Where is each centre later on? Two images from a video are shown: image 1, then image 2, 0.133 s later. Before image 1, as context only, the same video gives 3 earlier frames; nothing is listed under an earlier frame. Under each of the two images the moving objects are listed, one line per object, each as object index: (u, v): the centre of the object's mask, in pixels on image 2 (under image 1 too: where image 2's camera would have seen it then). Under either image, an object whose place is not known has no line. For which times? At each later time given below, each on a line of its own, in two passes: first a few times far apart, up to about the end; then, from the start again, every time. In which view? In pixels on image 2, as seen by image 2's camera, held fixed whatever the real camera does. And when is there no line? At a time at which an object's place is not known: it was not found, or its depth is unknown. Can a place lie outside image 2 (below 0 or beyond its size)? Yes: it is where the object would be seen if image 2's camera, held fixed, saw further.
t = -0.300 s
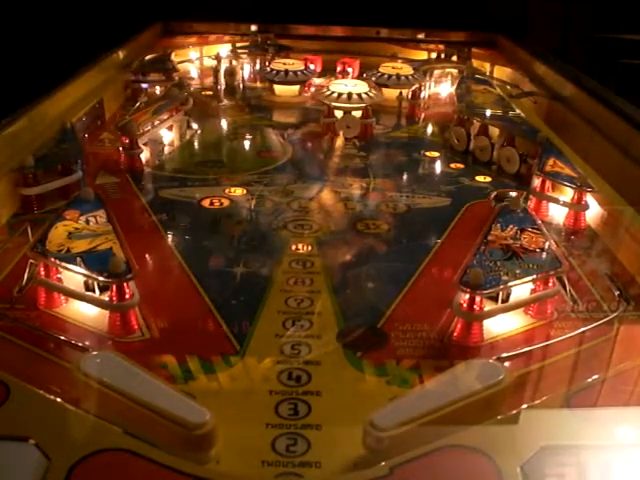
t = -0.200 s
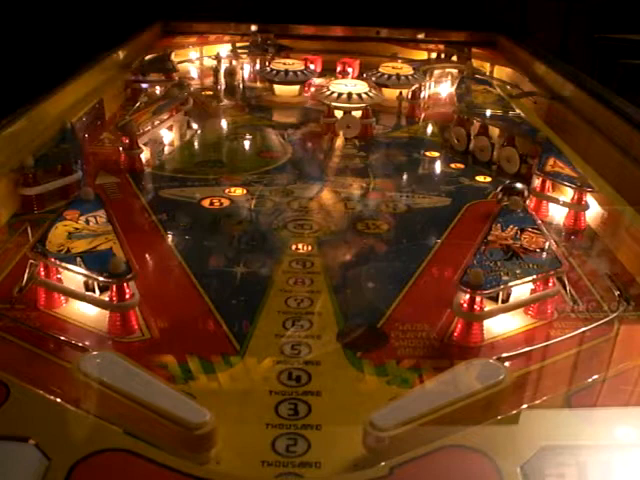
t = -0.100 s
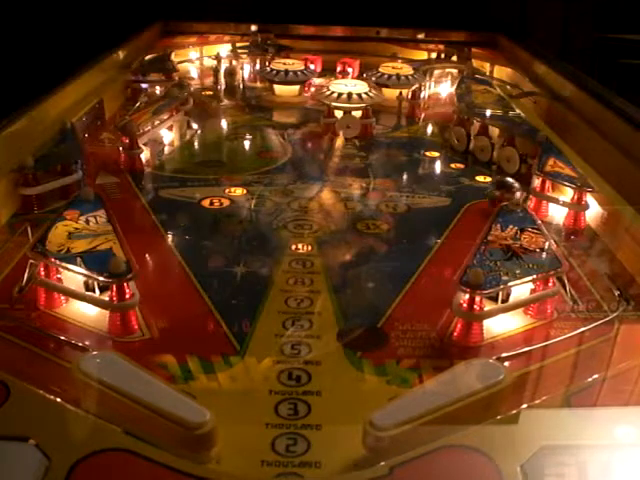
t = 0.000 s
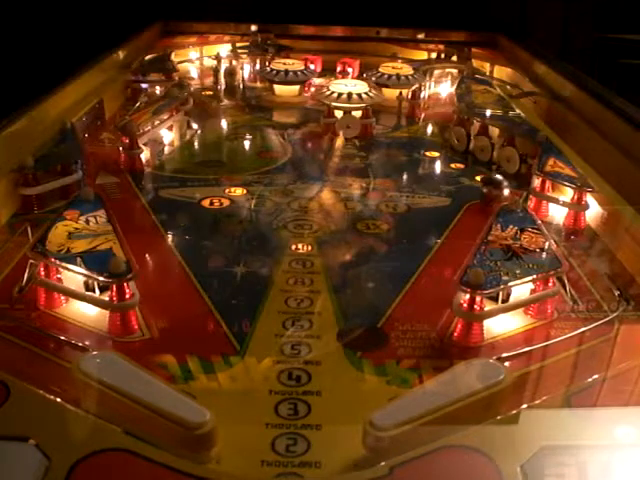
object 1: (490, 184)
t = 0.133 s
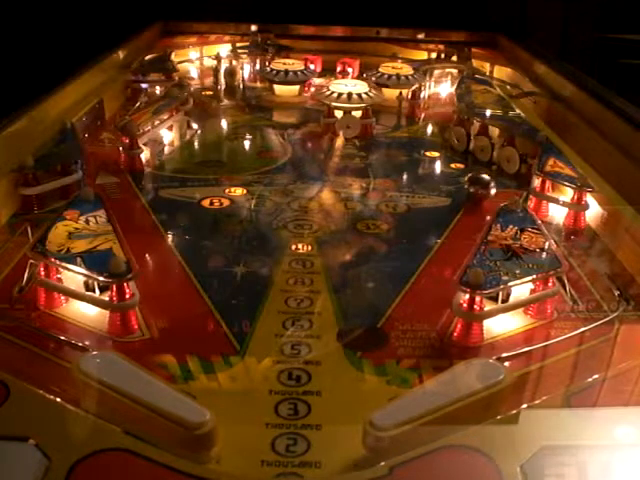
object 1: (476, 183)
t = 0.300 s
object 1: (464, 191)
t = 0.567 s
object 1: (449, 222)
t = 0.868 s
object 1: (424, 294)
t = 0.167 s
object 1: (473, 184)
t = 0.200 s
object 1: (471, 185)
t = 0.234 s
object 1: (468, 187)
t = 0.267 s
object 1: (466, 188)
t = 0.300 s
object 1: (464, 191)
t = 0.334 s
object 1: (461, 193)
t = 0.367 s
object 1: (461, 195)
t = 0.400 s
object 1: (458, 198)
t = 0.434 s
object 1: (458, 201)
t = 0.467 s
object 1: (456, 205)
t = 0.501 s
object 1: (452, 212)
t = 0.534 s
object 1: (453, 215)
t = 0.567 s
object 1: (449, 222)
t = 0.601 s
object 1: (444, 226)
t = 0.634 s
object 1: (443, 232)
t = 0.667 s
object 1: (442, 240)
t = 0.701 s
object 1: (440, 247)
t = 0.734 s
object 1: (438, 255)
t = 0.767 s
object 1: (438, 267)
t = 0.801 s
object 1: (435, 272)
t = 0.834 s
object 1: (431, 285)
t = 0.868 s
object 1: (424, 294)
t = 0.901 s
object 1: (412, 303)
